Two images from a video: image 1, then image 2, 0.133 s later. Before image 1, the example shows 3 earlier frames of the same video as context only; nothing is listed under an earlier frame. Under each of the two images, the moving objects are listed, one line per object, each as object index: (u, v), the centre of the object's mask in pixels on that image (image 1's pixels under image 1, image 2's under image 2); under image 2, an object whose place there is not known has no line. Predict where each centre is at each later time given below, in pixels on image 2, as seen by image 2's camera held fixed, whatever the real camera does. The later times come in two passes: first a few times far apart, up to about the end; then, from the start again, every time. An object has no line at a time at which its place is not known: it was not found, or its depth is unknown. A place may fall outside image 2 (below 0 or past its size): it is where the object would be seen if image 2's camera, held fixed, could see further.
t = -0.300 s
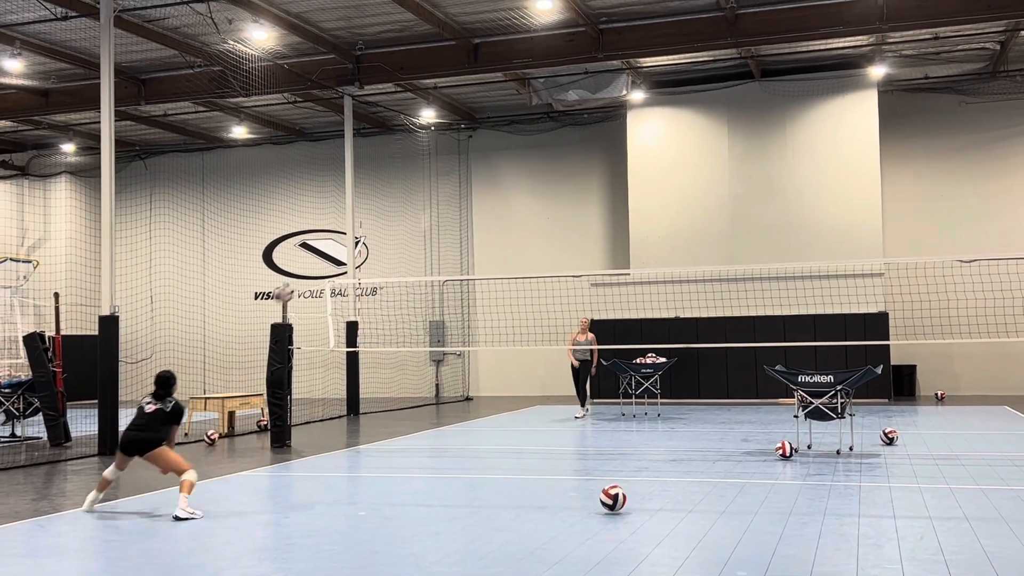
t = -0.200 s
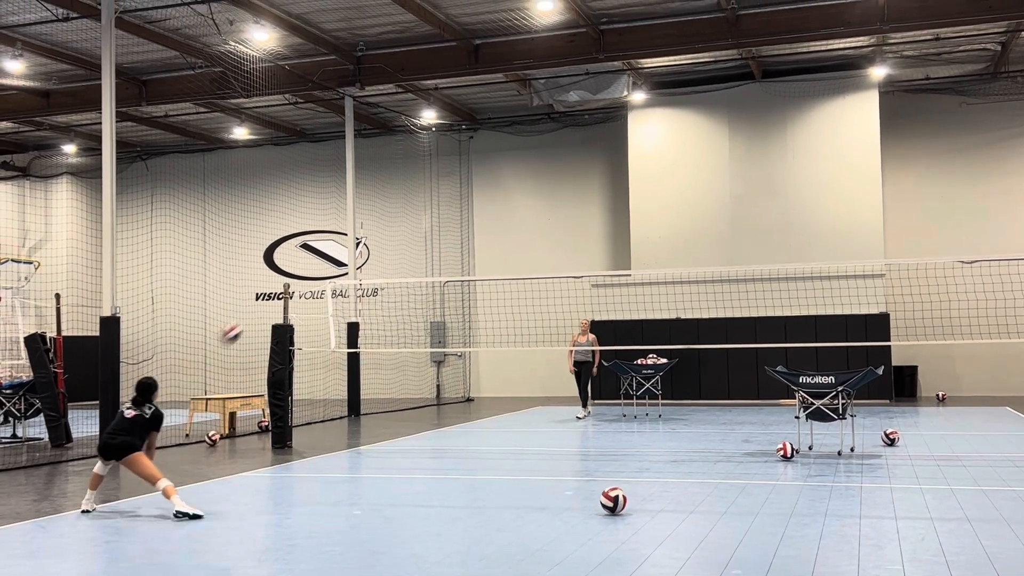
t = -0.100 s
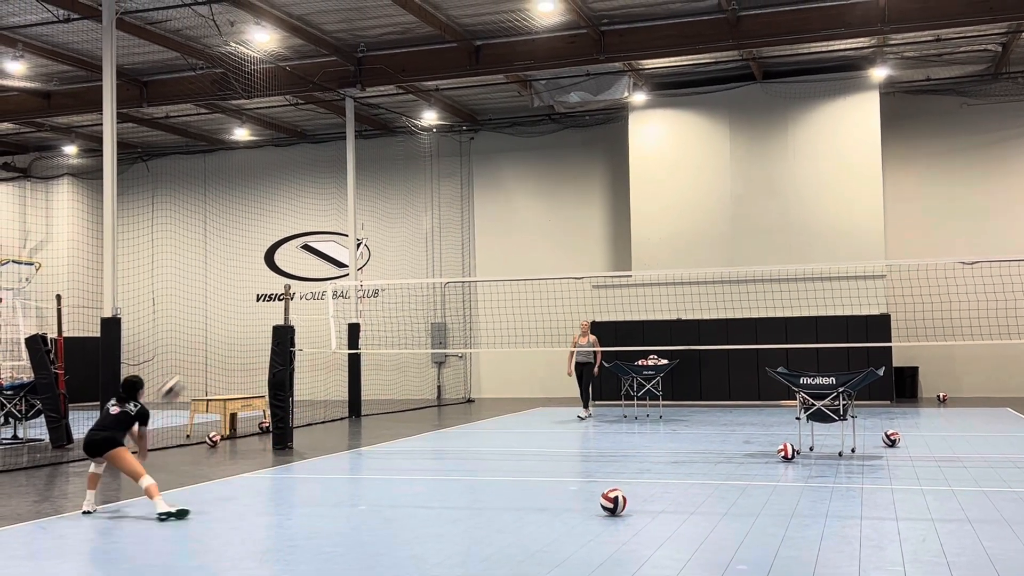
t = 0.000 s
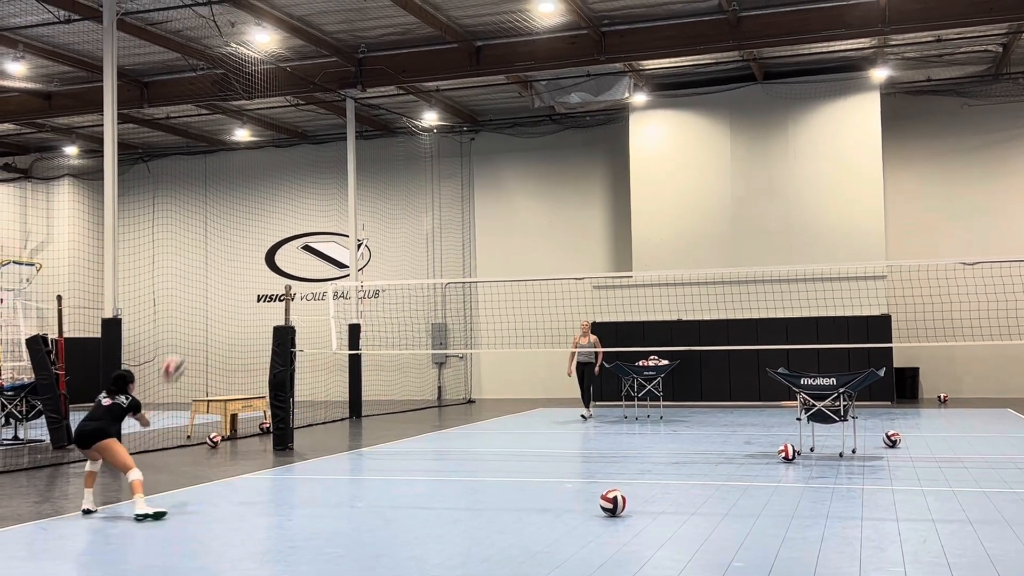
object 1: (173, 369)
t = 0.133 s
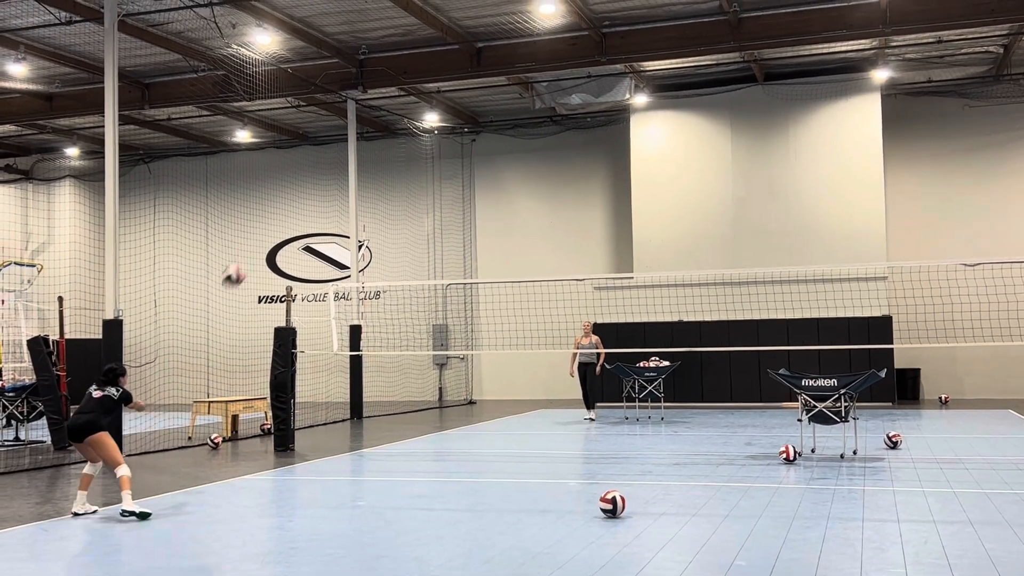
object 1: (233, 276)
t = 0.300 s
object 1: (303, 190)
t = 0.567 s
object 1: (401, 124)
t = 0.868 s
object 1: (503, 128)
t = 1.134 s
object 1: (585, 192)
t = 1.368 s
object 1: (653, 294)
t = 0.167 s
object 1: (248, 256)
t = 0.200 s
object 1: (262, 237)
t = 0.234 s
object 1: (275, 221)
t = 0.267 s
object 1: (289, 206)
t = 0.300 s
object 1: (303, 190)
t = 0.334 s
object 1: (316, 177)
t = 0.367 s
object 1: (328, 167)
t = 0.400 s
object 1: (341, 157)
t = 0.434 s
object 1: (353, 148)
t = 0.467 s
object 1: (366, 140)
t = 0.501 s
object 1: (378, 133)
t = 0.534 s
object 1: (390, 128)
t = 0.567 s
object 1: (401, 124)
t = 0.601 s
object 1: (413, 120)
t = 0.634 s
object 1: (426, 117)
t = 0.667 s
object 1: (436, 116)
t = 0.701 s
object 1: (448, 116)
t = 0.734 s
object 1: (460, 116)
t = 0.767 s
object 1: (470, 118)
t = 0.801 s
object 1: (481, 121)
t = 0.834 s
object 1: (492, 123)
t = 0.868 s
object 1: (503, 128)
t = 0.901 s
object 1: (514, 132)
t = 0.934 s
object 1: (524, 139)
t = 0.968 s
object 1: (534, 146)
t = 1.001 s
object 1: (544, 153)
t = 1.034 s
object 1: (555, 161)
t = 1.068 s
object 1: (566, 171)
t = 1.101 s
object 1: (575, 182)
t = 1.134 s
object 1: (585, 192)
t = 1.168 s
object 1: (595, 205)
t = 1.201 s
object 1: (605, 218)
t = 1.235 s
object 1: (615, 230)
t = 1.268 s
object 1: (623, 243)
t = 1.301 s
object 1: (633, 260)
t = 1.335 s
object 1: (643, 276)
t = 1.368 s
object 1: (653, 294)
